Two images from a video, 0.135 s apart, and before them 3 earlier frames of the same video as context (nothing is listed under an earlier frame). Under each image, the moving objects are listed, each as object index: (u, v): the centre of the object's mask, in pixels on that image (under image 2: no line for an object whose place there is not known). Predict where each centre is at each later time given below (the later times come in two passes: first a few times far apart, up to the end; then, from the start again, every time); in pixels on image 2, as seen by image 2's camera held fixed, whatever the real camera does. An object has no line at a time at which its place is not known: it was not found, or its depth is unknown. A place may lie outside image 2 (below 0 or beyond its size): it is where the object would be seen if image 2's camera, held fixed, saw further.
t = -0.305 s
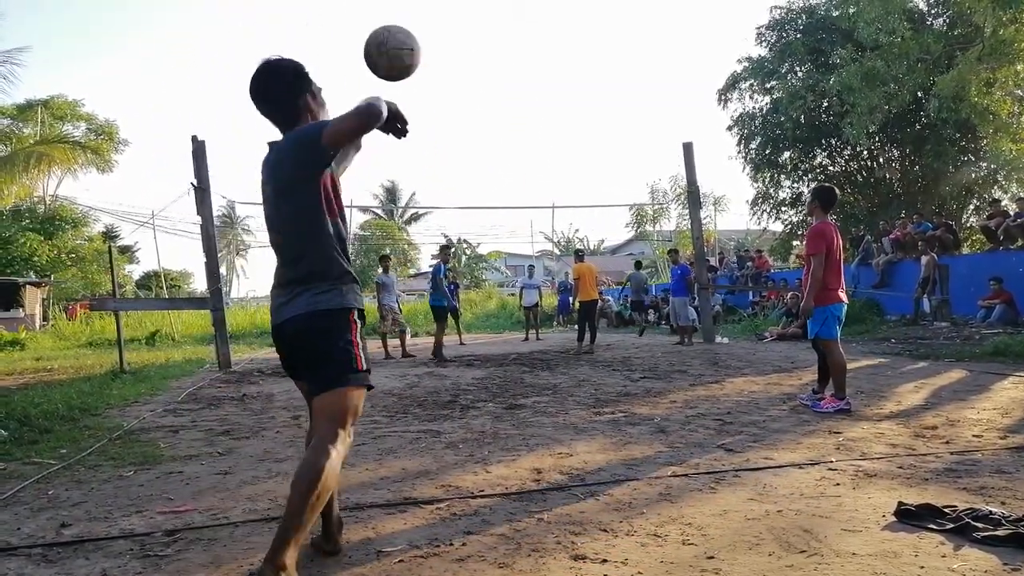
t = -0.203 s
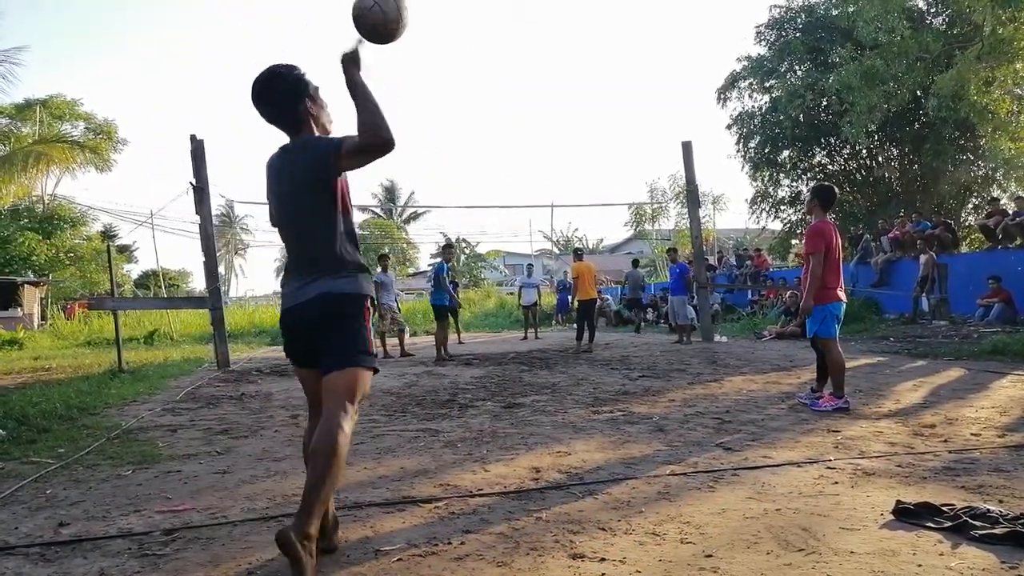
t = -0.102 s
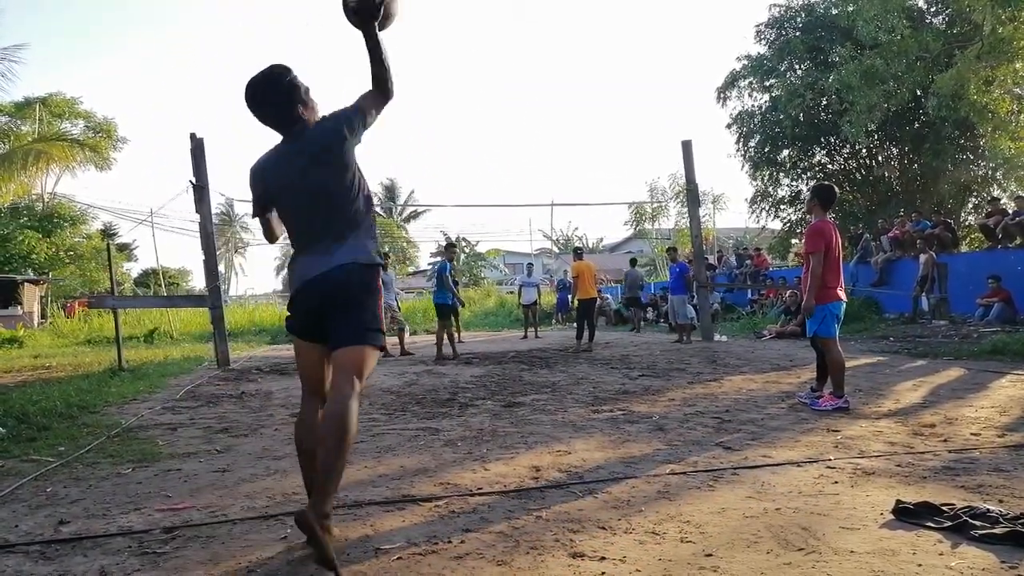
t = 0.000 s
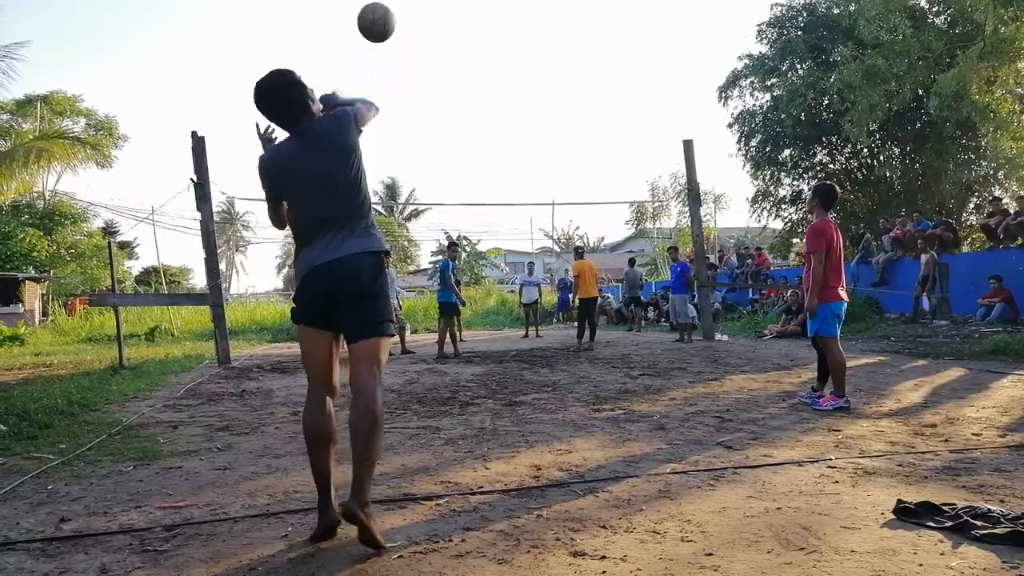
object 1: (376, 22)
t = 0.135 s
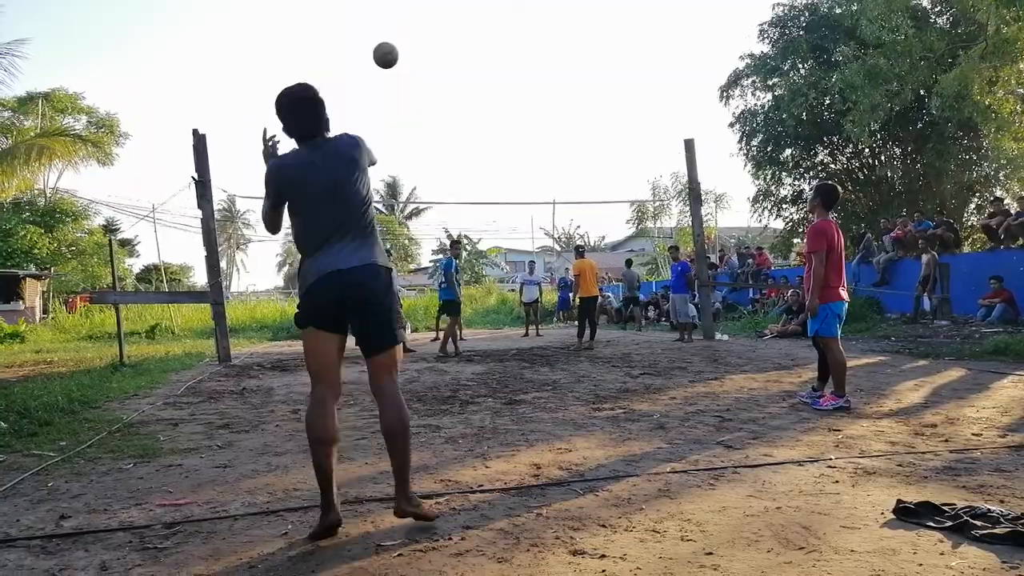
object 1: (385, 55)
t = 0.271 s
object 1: (389, 93)
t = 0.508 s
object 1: (392, 156)
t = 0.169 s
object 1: (387, 65)
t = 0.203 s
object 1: (388, 74)
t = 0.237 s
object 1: (389, 84)
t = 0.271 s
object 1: (389, 93)
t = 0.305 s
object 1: (390, 103)
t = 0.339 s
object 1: (390, 111)
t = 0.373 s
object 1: (390, 121)
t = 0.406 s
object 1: (391, 129)
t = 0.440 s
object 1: (391, 138)
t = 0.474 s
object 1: (391, 147)
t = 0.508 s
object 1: (392, 156)
